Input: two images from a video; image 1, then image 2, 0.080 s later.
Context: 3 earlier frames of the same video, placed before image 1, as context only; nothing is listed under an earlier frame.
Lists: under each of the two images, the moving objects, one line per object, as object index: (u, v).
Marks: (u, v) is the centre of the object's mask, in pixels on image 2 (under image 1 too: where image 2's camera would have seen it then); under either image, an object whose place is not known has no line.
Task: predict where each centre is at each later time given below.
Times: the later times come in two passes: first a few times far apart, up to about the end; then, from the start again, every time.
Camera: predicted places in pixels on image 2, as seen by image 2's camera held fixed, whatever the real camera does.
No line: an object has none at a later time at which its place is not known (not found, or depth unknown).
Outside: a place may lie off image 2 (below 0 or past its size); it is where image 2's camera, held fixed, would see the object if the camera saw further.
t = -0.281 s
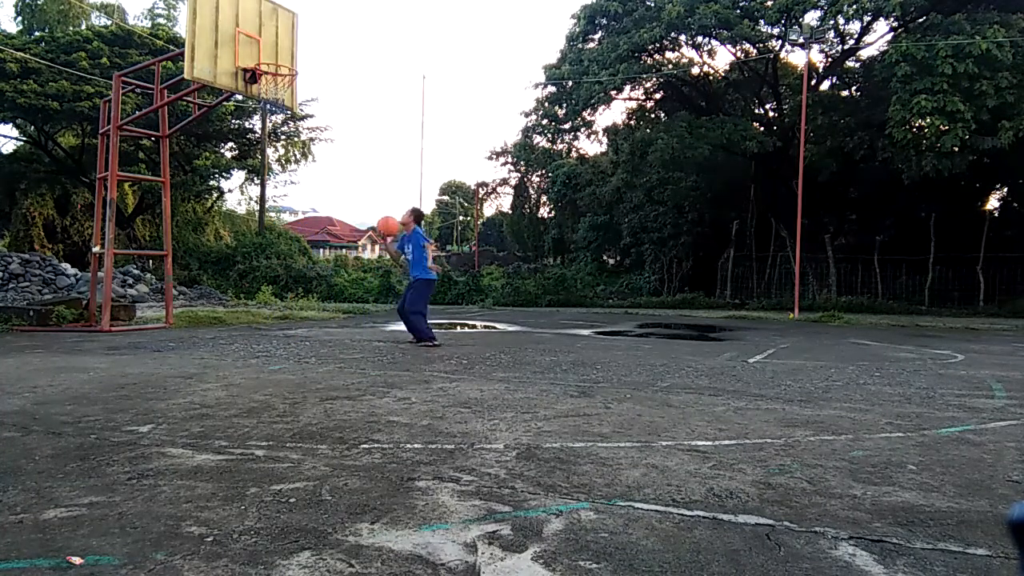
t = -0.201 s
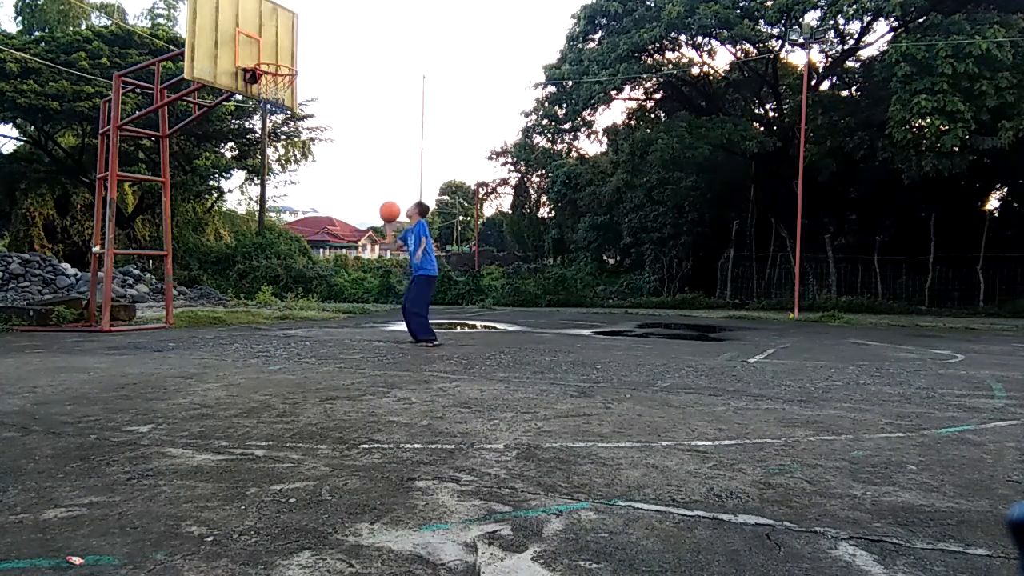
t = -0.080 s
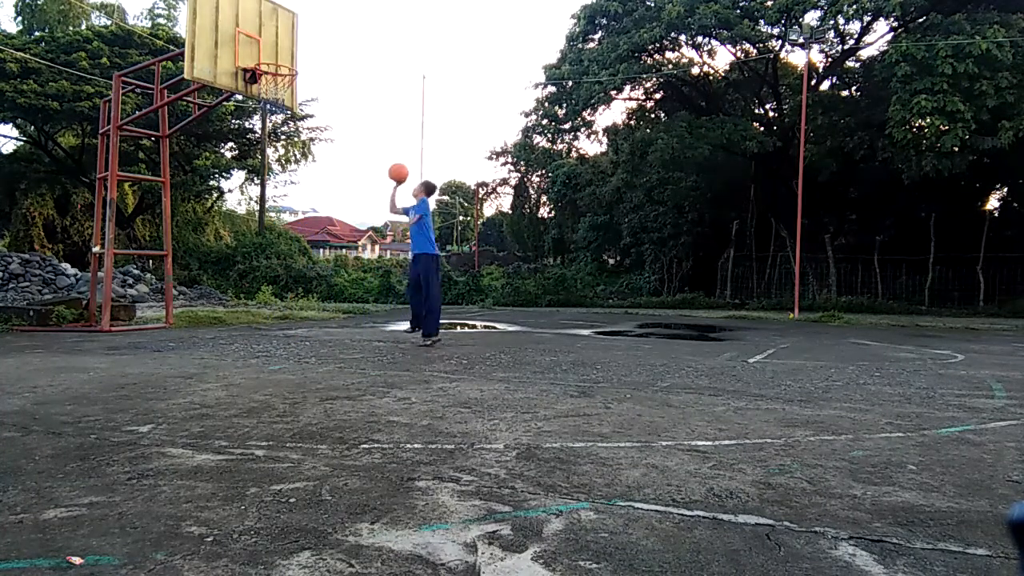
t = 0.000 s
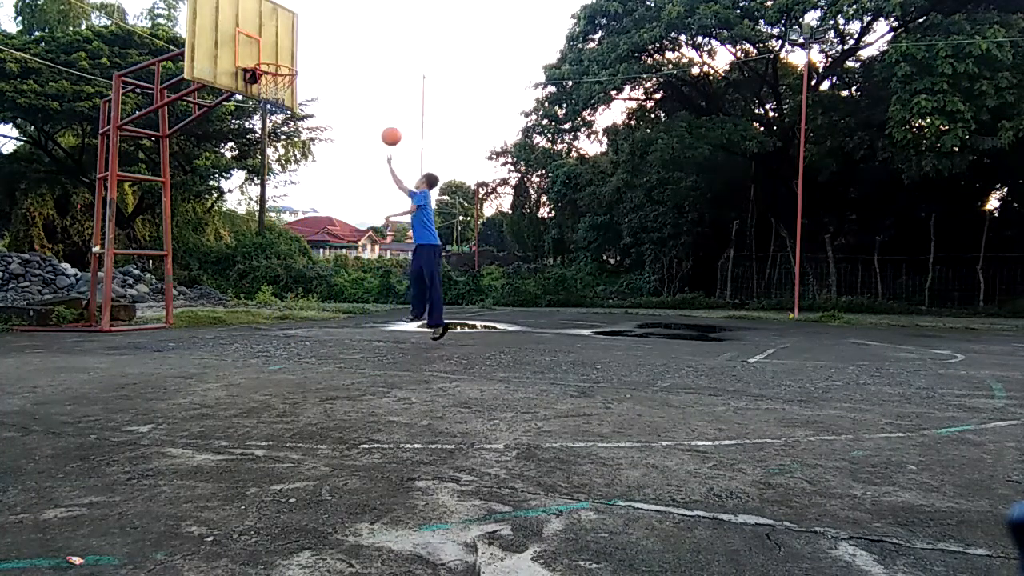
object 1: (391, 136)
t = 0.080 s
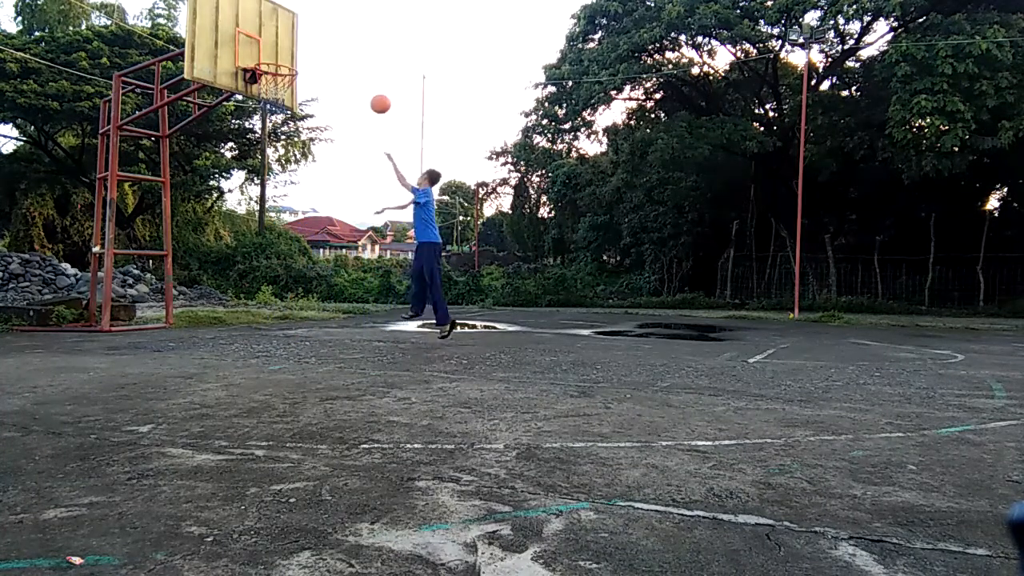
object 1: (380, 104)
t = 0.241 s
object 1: (358, 56)
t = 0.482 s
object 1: (326, 29)
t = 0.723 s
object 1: (295, 53)
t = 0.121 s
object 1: (375, 90)
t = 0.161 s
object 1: (369, 77)
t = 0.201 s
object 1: (363, 66)
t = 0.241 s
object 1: (358, 56)
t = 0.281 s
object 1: (353, 48)
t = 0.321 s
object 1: (347, 41)
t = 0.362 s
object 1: (342, 36)
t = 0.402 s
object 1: (337, 32)
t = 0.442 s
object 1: (332, 30)
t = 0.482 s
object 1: (326, 29)
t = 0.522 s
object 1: (321, 29)
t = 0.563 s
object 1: (316, 31)
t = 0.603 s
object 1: (311, 34)
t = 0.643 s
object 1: (305, 39)
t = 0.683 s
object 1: (300, 45)
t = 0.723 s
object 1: (295, 53)
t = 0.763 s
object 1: (290, 61)
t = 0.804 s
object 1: (285, 72)
